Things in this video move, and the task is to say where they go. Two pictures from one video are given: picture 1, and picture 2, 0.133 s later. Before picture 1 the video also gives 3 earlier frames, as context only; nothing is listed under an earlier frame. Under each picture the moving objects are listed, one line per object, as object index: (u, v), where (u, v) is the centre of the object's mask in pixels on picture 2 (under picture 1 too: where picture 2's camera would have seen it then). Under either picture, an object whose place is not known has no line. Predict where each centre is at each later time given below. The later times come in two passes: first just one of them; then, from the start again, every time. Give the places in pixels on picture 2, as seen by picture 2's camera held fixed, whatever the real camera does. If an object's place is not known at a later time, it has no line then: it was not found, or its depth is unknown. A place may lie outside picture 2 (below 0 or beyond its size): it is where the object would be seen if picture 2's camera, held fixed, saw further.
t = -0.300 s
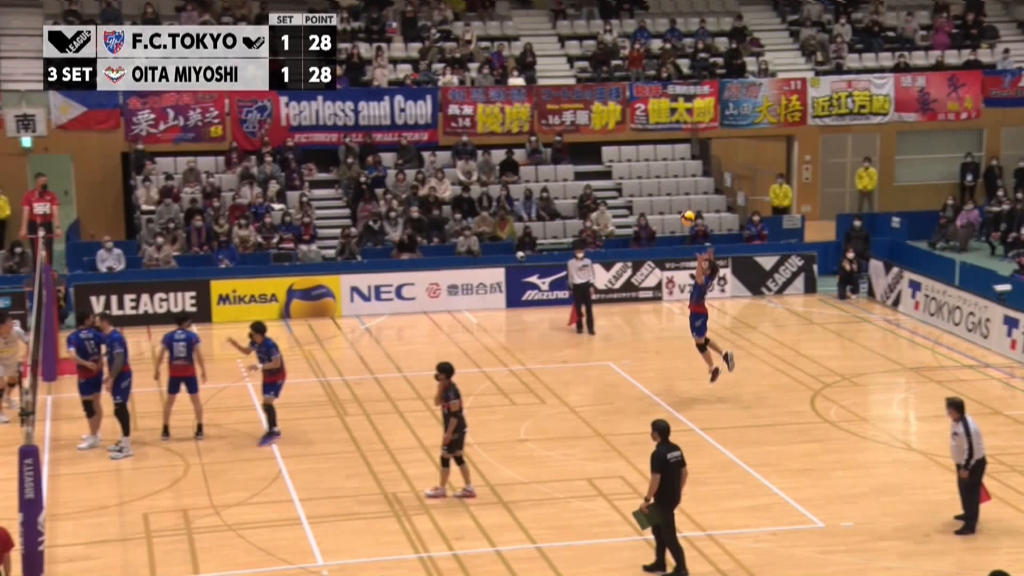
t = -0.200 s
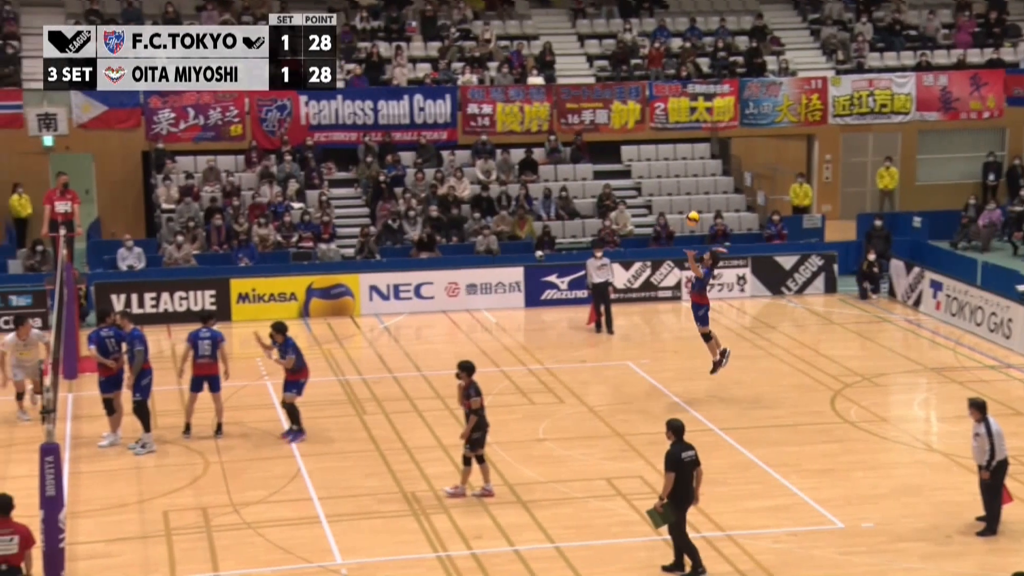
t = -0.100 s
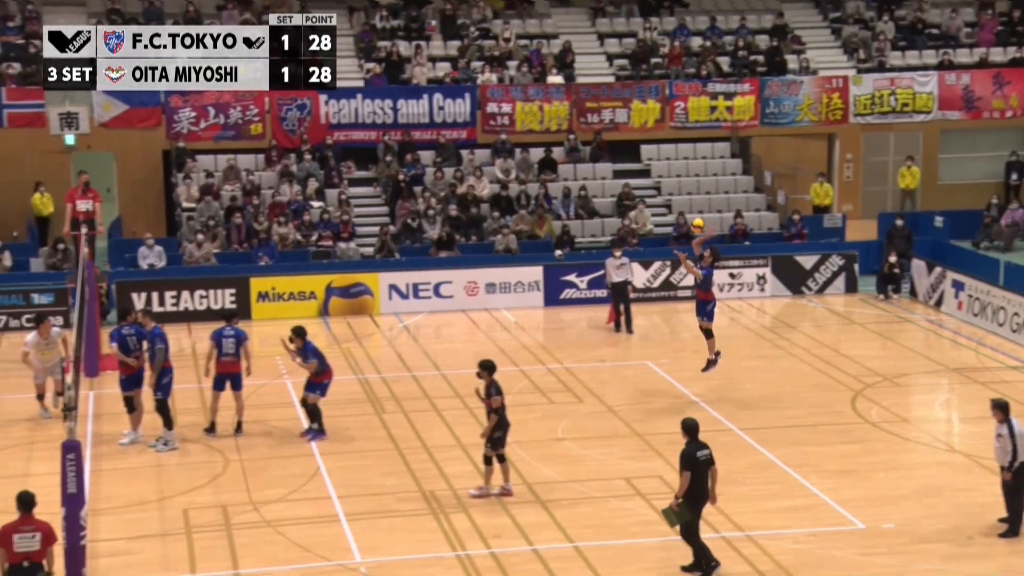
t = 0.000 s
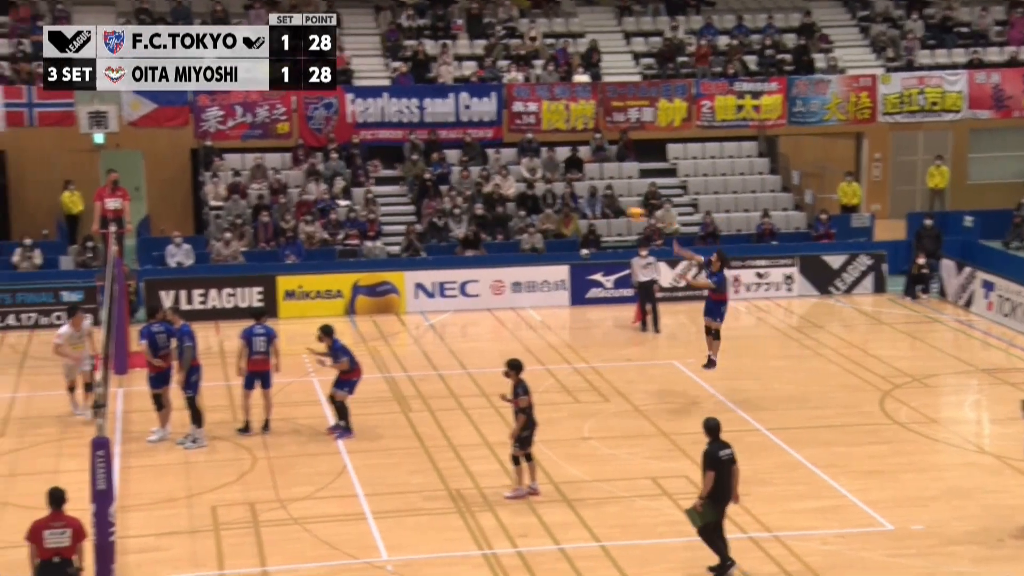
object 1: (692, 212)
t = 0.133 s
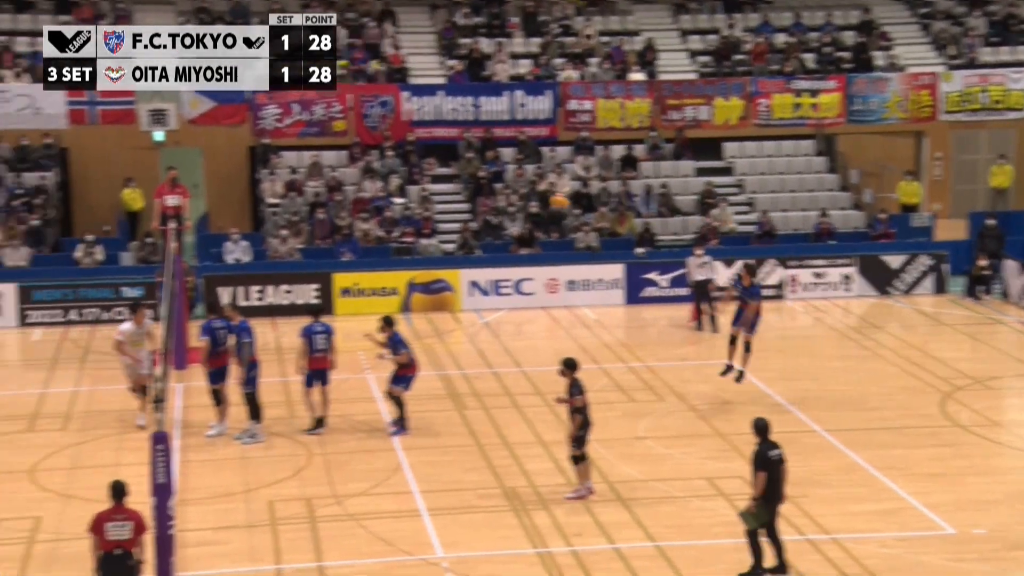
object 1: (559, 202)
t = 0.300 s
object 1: (393, 201)
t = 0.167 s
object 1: (527, 199)
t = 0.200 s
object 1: (493, 199)
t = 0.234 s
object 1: (461, 197)
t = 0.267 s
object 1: (427, 199)
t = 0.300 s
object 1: (393, 201)
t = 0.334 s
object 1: (359, 203)
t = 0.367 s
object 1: (326, 207)
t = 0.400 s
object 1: (292, 211)
